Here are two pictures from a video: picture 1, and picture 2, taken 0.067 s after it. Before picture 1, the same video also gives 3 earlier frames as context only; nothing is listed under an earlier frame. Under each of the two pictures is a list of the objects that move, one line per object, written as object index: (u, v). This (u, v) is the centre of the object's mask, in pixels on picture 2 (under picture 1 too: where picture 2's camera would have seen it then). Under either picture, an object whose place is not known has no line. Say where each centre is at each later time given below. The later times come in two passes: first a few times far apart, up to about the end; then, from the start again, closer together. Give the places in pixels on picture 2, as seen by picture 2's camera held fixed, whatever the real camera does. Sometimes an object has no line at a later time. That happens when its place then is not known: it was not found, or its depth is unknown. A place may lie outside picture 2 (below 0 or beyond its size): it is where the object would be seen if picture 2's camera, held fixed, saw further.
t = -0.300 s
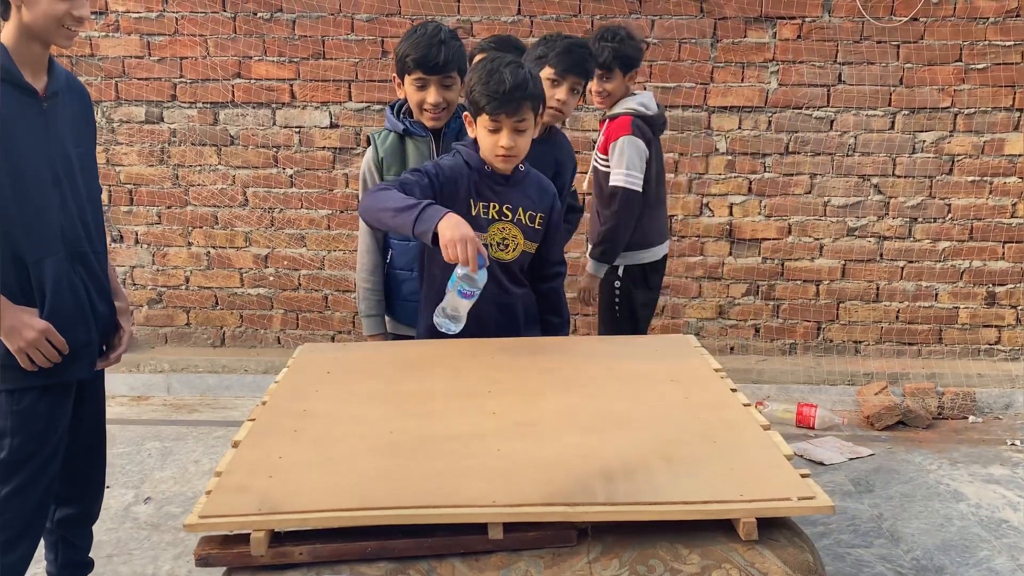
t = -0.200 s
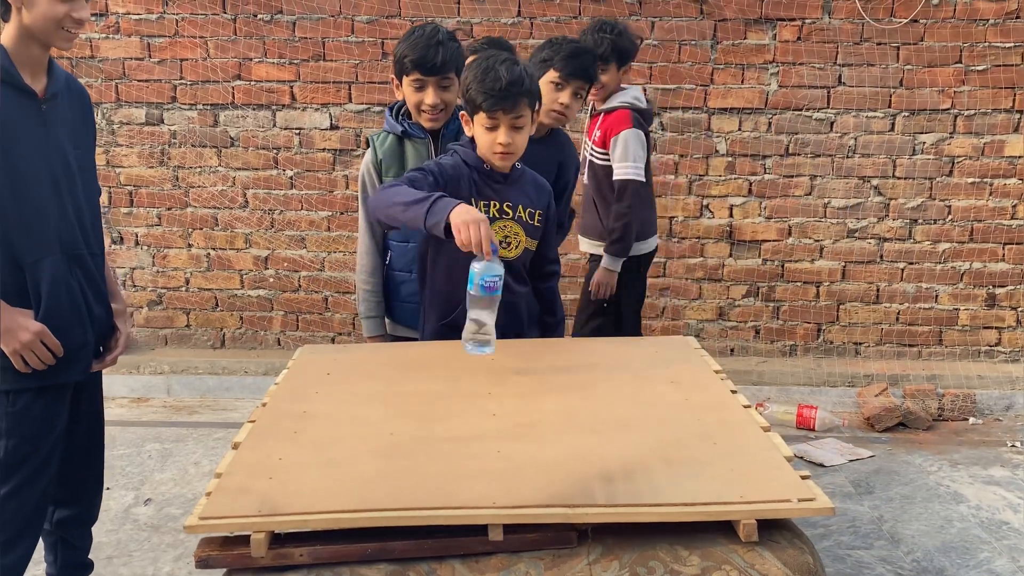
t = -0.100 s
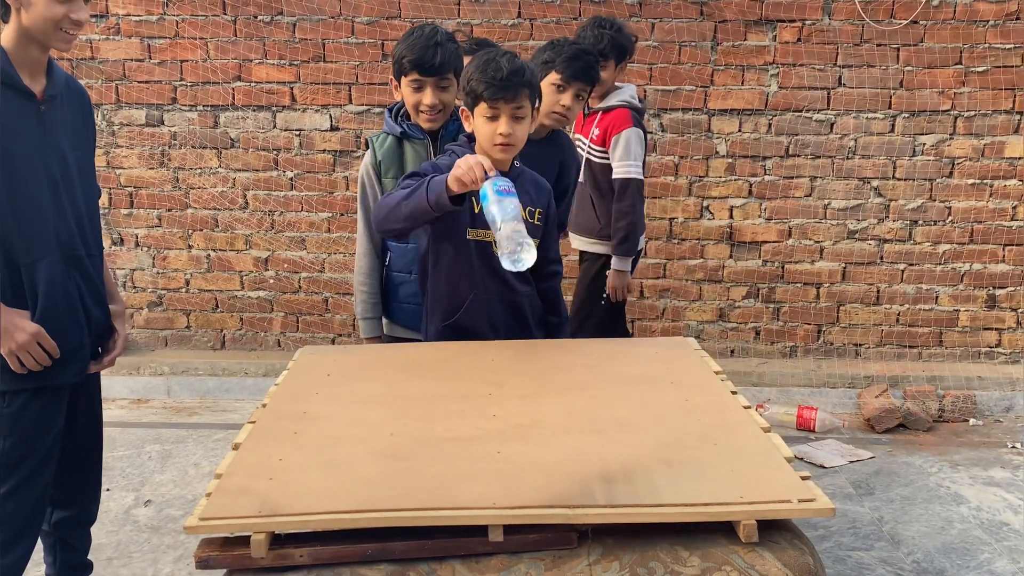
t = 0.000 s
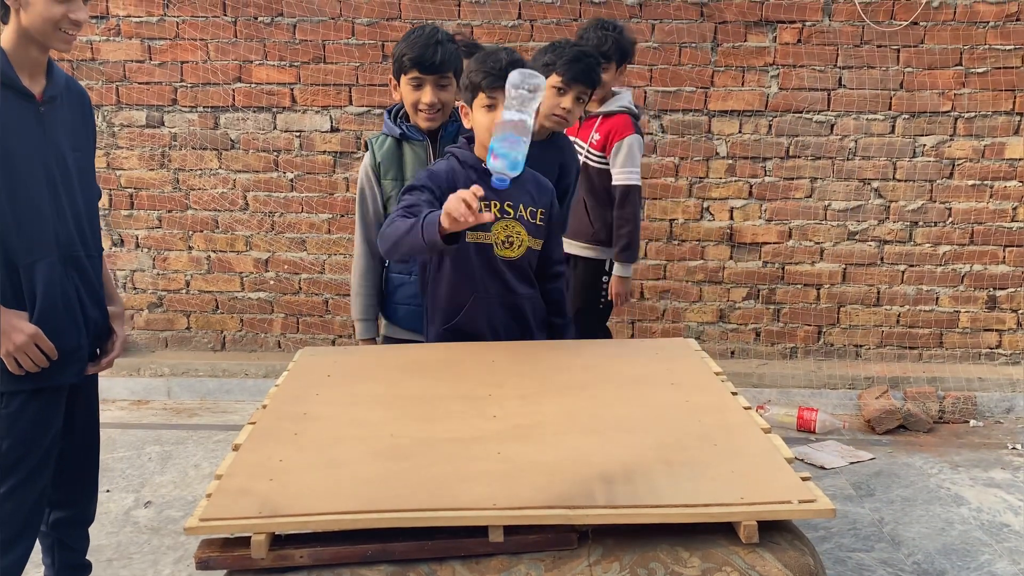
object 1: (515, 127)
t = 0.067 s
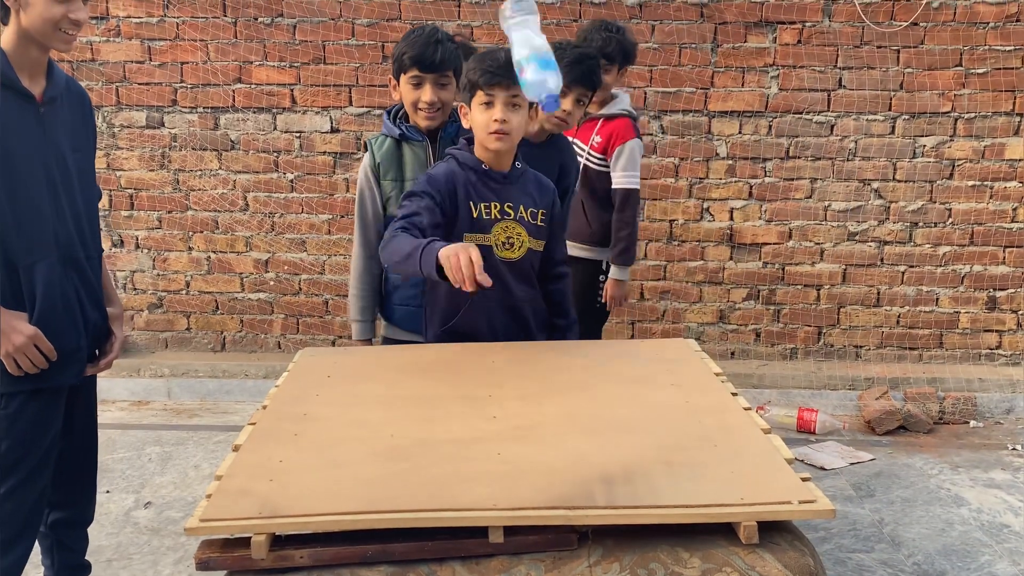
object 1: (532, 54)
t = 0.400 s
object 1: (513, 59)
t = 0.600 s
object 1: (500, 392)
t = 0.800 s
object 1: (465, 383)
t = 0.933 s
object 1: (445, 383)
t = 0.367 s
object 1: (516, 39)
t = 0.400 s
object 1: (513, 59)
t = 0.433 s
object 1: (509, 103)
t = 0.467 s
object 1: (507, 155)
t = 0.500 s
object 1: (505, 213)
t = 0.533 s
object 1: (503, 276)
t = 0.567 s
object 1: (502, 342)
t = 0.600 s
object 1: (500, 392)
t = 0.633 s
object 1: (495, 380)
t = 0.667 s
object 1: (488, 370)
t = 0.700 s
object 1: (482, 366)
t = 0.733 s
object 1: (476, 369)
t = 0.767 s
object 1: (470, 376)
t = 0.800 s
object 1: (465, 383)
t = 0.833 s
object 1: (460, 382)
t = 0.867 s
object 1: (456, 382)
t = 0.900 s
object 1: (451, 382)
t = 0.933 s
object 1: (445, 383)
